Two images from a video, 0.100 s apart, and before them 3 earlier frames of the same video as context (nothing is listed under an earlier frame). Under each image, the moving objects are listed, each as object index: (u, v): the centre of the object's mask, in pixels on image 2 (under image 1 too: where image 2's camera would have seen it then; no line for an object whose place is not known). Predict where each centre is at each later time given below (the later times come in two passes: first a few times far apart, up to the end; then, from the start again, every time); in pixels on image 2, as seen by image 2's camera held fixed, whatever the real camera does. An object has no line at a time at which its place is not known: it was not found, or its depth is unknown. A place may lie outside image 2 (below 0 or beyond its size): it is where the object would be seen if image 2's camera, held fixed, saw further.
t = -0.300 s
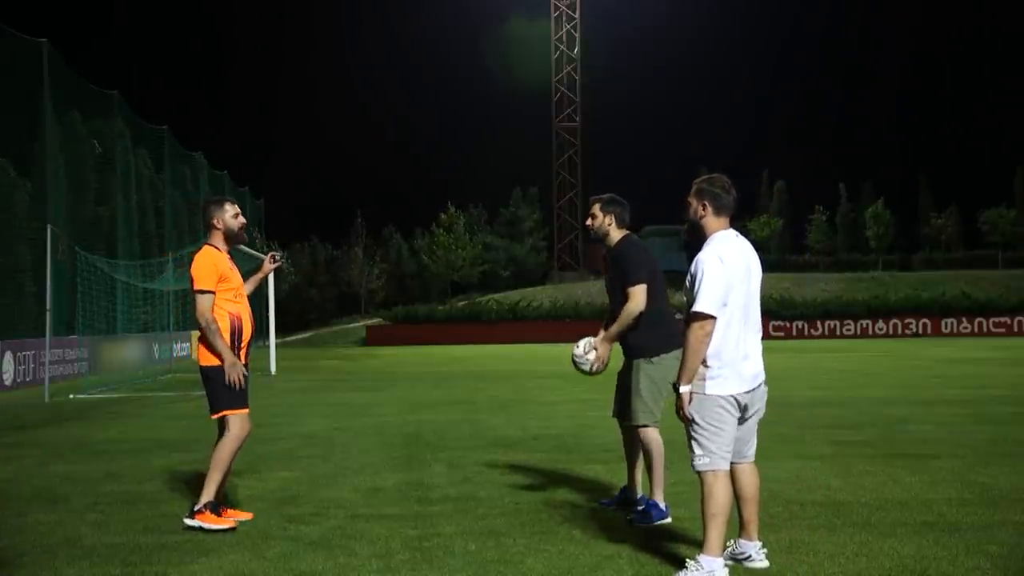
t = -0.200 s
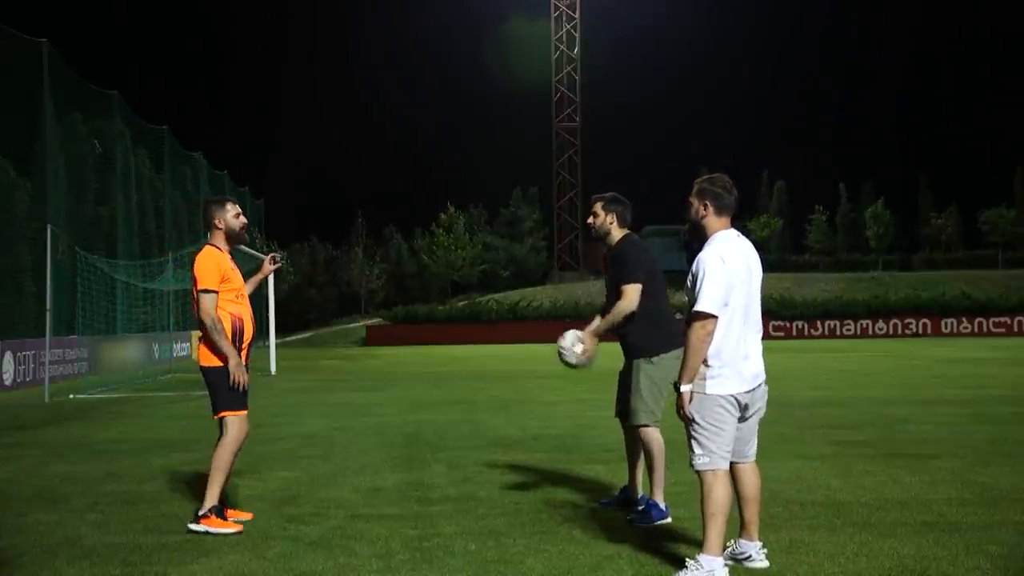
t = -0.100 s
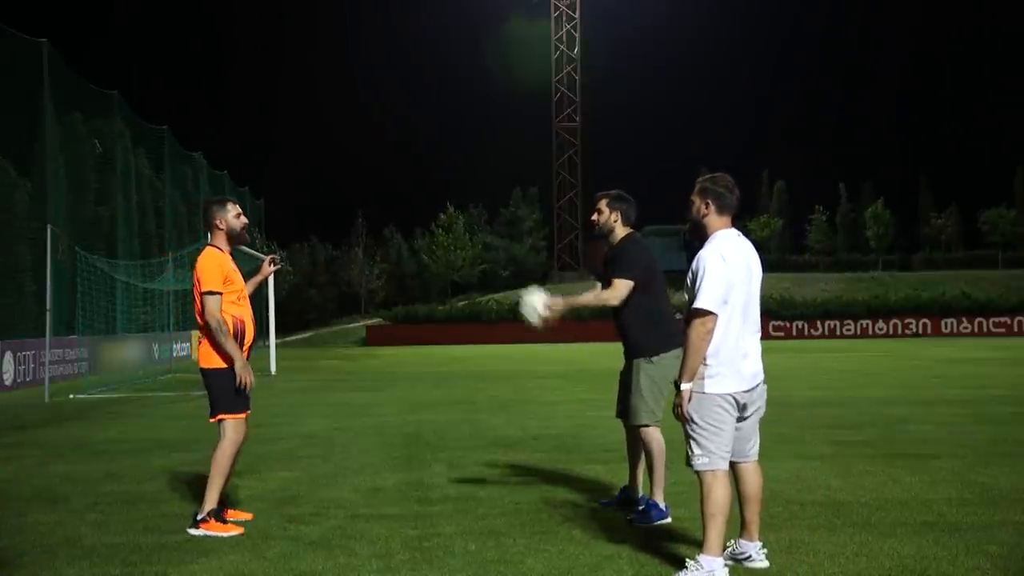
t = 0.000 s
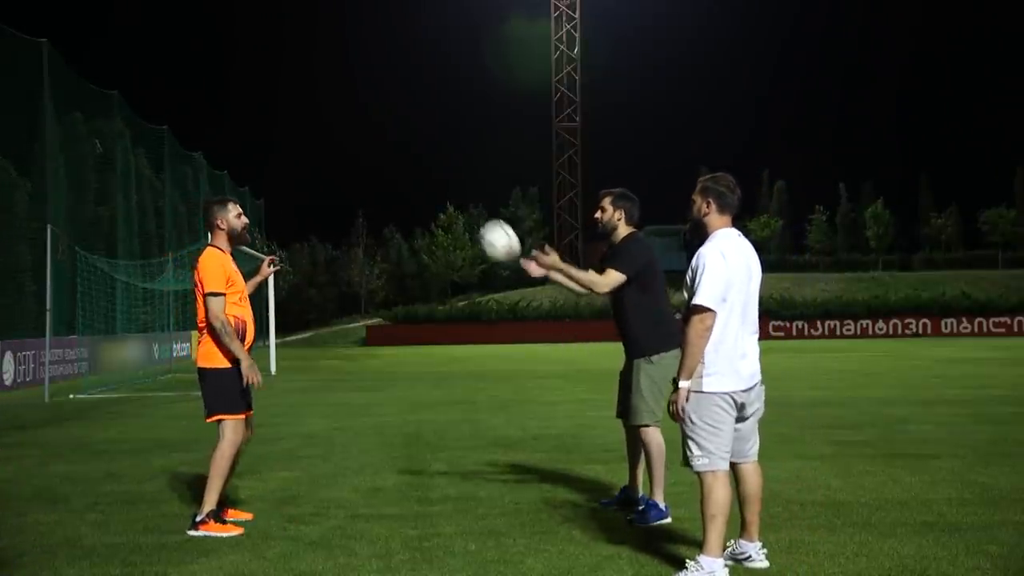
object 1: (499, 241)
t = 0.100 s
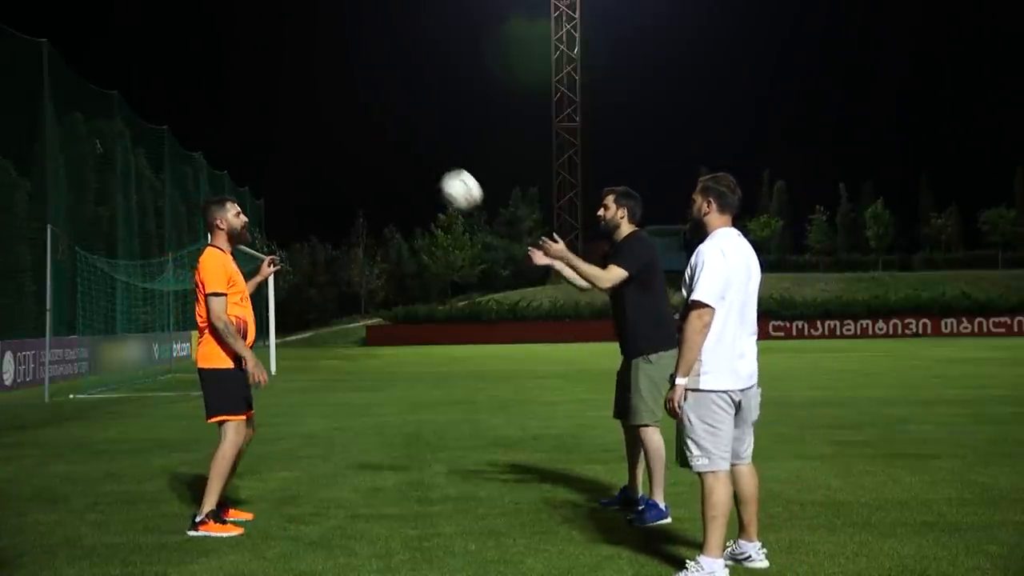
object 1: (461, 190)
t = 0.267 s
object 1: (396, 141)
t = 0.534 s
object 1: (291, 161)
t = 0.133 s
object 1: (448, 177)
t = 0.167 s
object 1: (435, 165)
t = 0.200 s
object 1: (422, 156)
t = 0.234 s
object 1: (409, 148)
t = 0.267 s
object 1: (396, 141)
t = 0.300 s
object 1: (384, 137)
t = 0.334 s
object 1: (370, 134)
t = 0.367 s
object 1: (357, 134)
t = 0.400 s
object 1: (344, 135)
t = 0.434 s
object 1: (331, 139)
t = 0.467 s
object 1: (318, 144)
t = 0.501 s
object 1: (304, 151)
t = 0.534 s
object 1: (291, 161)
